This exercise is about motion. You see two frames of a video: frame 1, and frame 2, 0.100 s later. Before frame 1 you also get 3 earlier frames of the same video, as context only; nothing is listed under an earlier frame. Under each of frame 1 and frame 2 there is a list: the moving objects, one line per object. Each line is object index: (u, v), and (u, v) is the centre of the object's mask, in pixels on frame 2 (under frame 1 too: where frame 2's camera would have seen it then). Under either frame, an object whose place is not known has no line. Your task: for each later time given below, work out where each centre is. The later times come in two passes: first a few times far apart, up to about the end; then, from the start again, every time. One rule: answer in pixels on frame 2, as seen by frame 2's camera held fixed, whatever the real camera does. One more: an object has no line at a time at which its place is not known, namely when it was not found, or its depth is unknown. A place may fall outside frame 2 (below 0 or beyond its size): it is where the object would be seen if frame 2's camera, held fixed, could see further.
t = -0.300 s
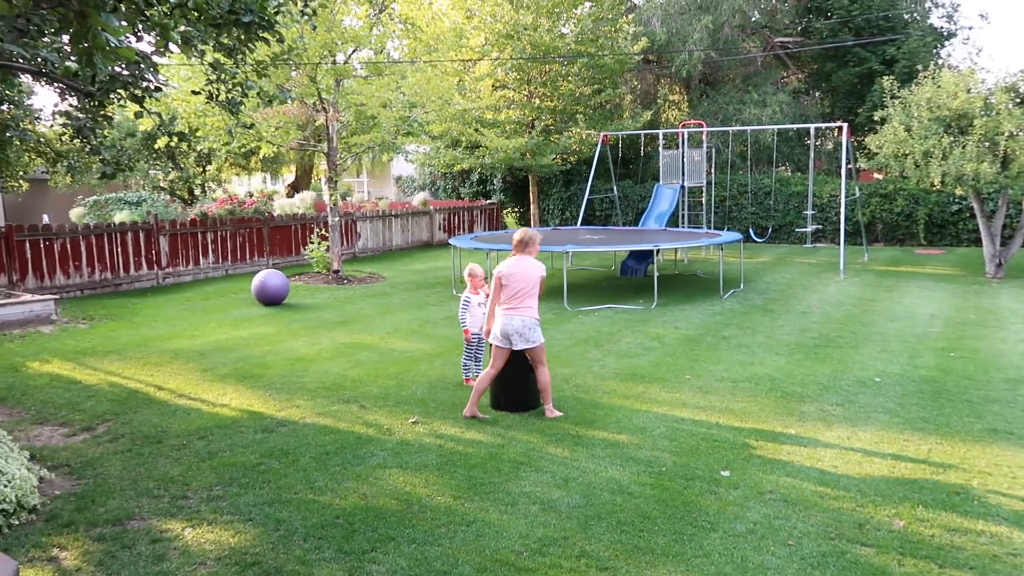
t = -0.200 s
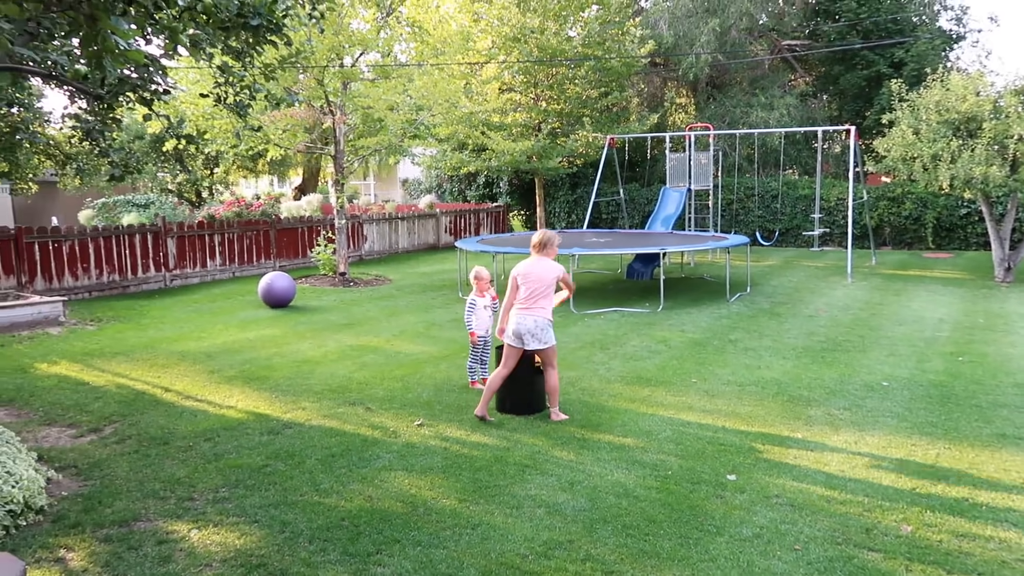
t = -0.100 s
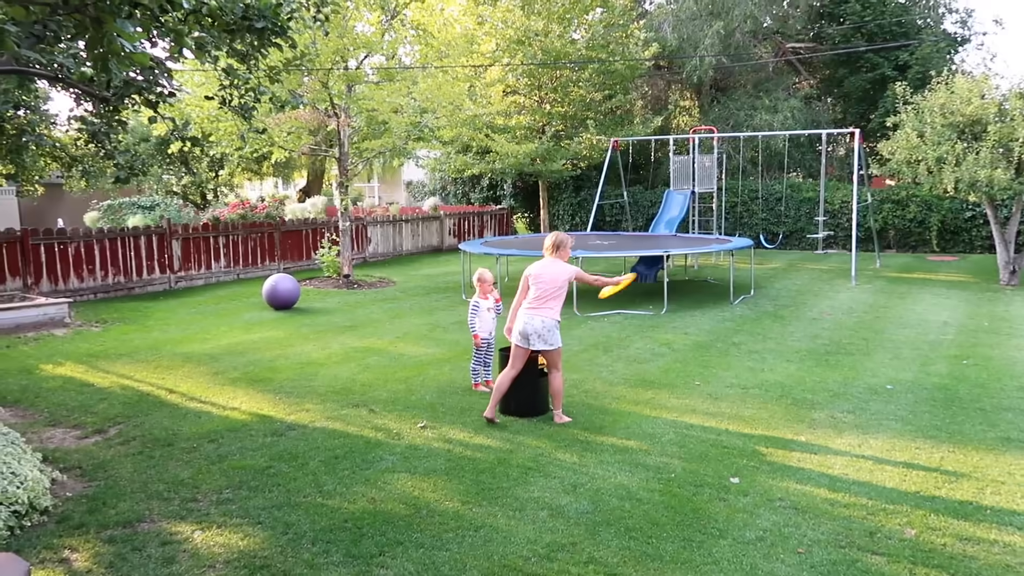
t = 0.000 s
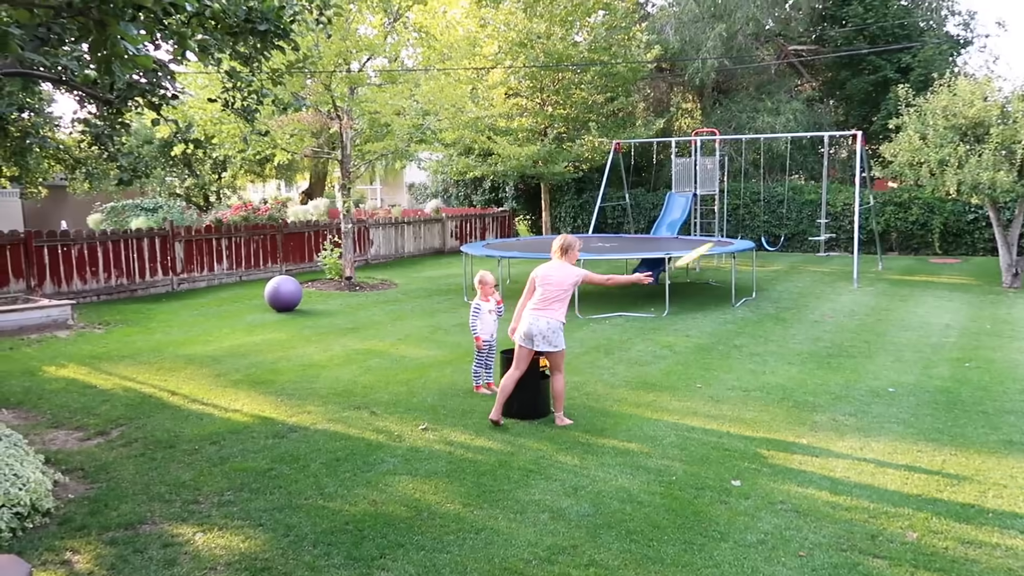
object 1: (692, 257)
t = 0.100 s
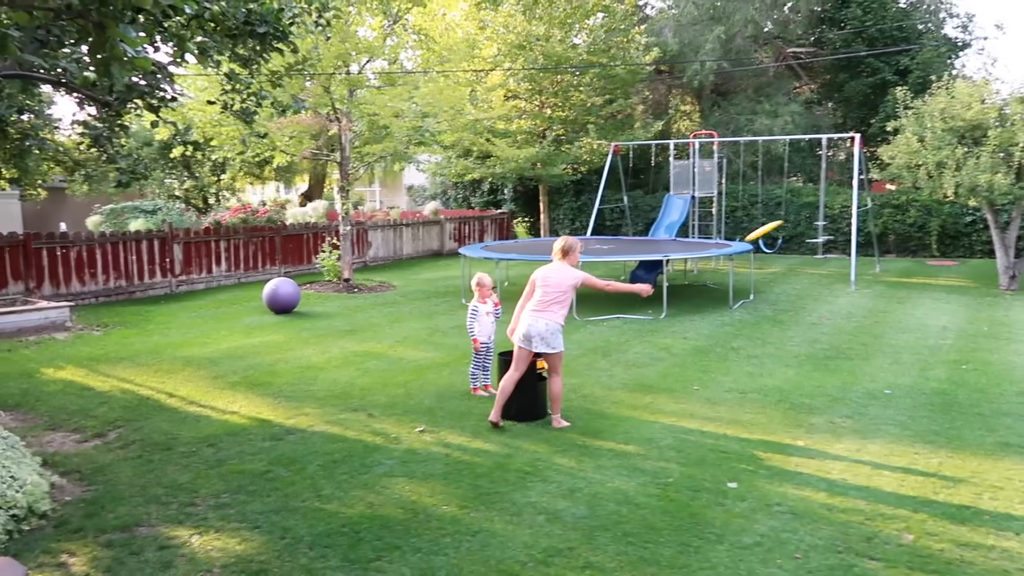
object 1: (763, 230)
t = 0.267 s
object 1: (872, 201)
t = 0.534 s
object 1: (1007, 192)
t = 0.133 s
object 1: (786, 223)
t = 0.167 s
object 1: (808, 217)
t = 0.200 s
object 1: (829, 211)
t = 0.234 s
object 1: (850, 206)
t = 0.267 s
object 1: (872, 201)
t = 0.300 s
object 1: (890, 198)
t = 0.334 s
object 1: (909, 195)
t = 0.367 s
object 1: (927, 193)
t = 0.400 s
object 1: (945, 191)
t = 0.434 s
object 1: (962, 191)
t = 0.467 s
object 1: (978, 191)
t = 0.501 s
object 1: (993, 191)
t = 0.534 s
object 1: (1007, 192)
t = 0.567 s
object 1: (1020, 194)
